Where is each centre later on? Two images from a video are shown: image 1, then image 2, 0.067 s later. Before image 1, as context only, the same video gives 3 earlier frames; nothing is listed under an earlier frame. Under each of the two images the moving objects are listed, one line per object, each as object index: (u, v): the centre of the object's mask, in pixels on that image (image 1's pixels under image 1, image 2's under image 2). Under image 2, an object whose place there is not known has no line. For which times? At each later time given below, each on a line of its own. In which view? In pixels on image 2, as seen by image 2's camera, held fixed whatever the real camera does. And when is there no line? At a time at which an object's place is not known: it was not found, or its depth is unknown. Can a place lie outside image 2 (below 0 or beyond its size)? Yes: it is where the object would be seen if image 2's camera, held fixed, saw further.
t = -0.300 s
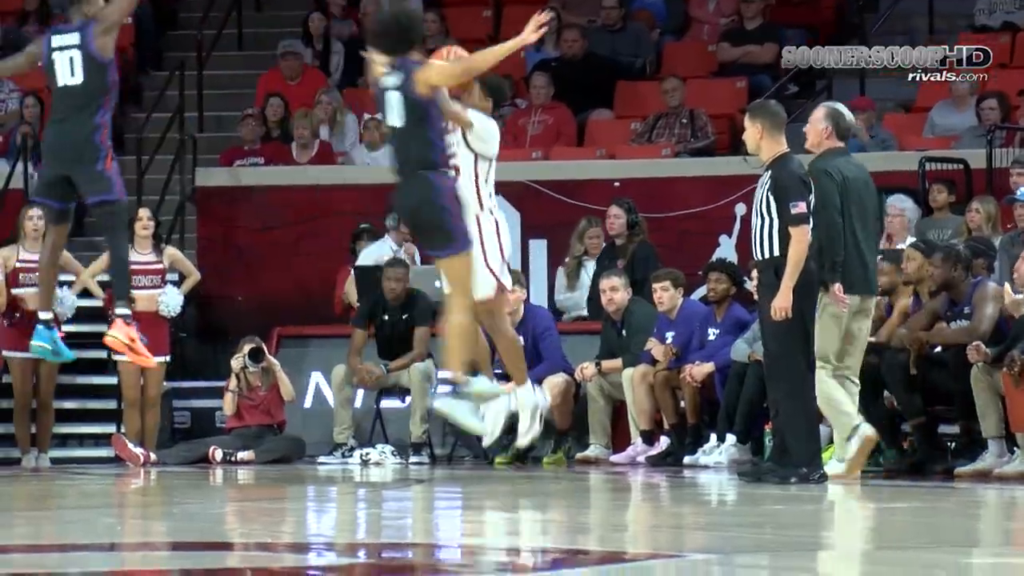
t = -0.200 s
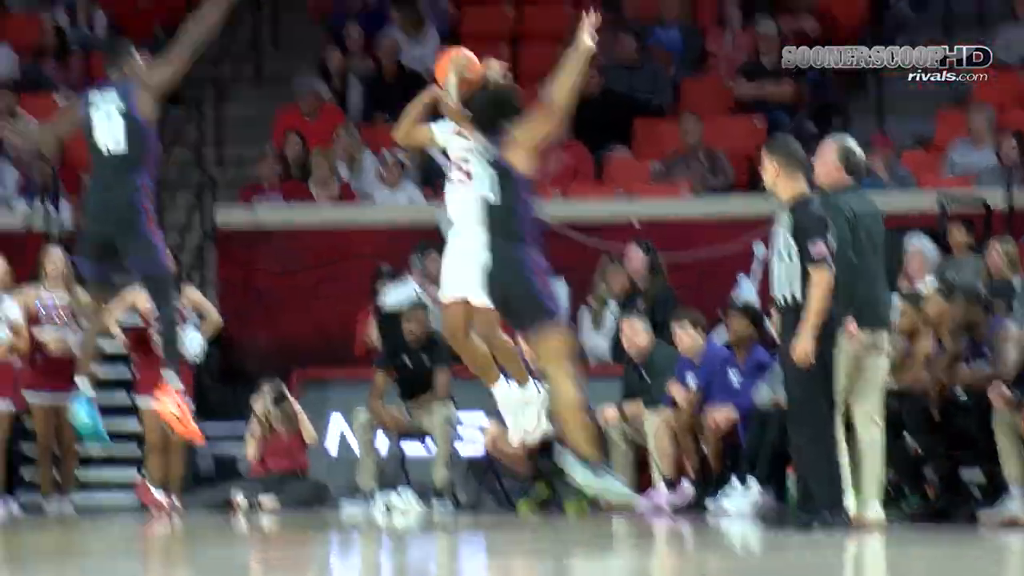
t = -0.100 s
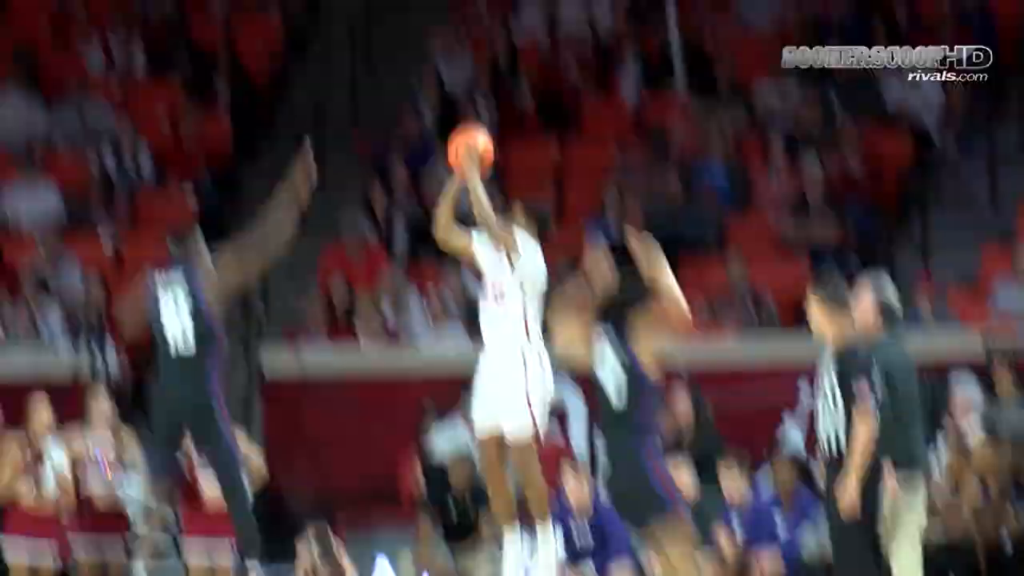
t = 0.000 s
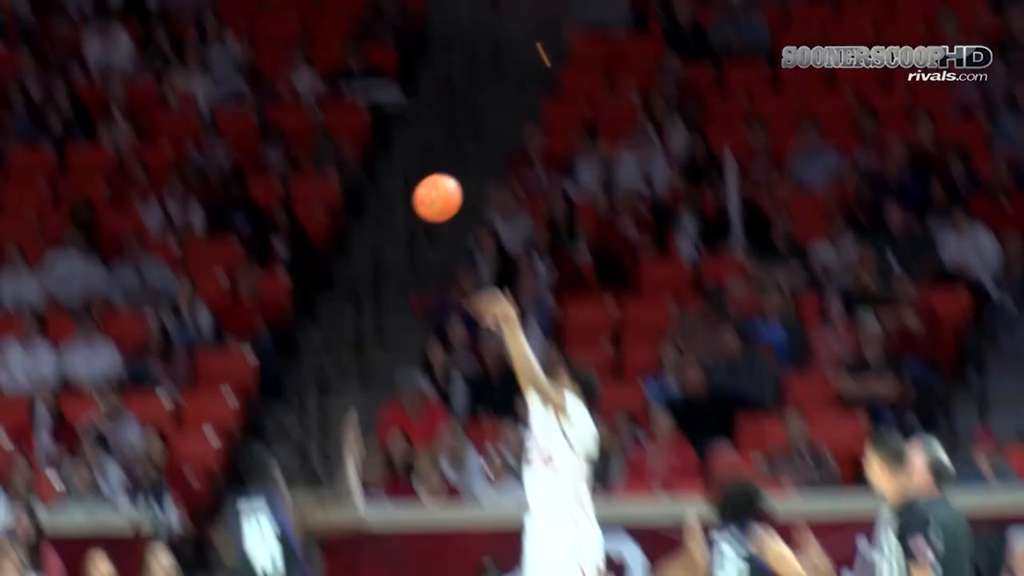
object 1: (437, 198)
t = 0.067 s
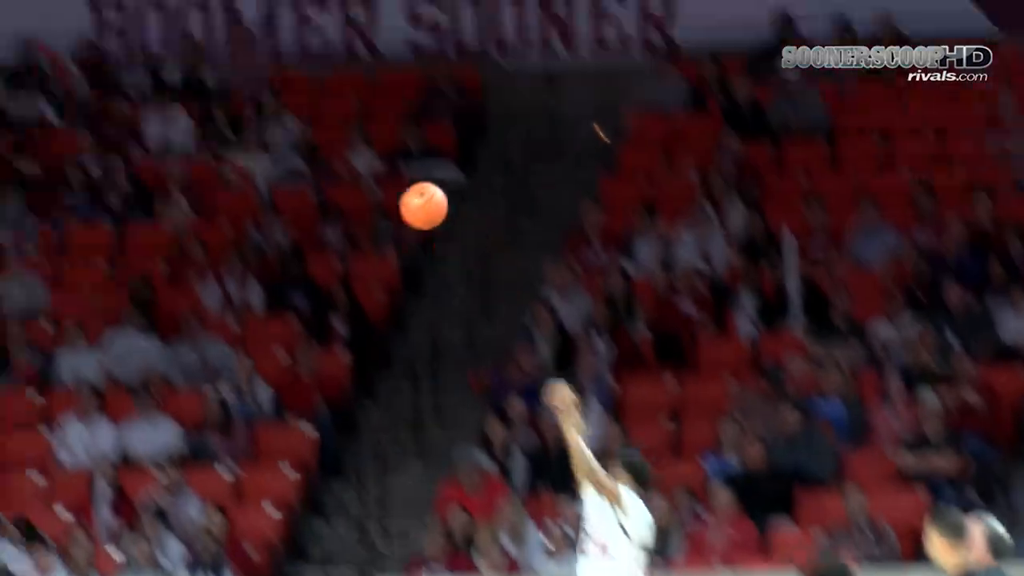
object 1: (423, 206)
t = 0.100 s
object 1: (390, 179)
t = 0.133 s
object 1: (354, 150)
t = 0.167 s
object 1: (319, 123)
